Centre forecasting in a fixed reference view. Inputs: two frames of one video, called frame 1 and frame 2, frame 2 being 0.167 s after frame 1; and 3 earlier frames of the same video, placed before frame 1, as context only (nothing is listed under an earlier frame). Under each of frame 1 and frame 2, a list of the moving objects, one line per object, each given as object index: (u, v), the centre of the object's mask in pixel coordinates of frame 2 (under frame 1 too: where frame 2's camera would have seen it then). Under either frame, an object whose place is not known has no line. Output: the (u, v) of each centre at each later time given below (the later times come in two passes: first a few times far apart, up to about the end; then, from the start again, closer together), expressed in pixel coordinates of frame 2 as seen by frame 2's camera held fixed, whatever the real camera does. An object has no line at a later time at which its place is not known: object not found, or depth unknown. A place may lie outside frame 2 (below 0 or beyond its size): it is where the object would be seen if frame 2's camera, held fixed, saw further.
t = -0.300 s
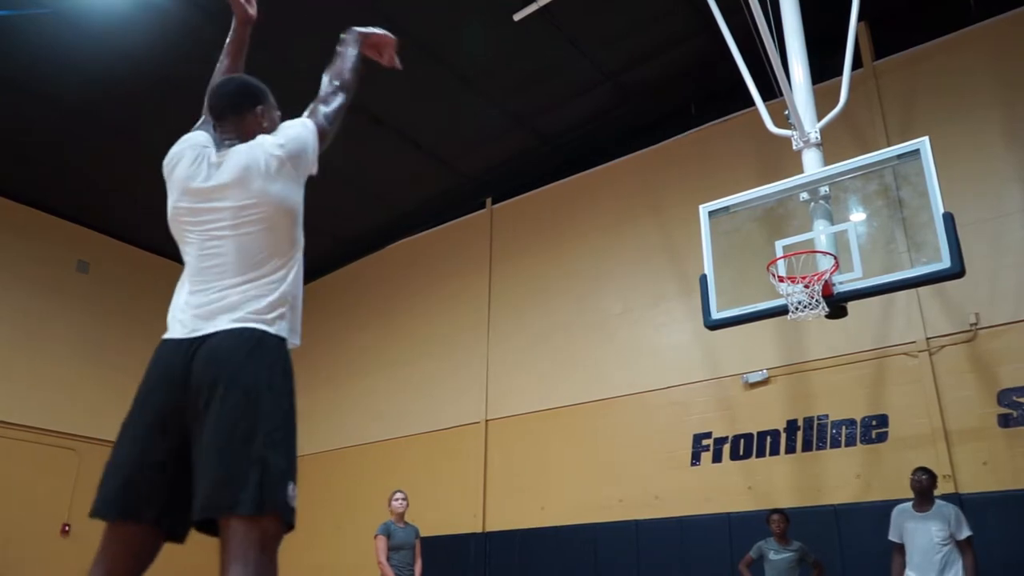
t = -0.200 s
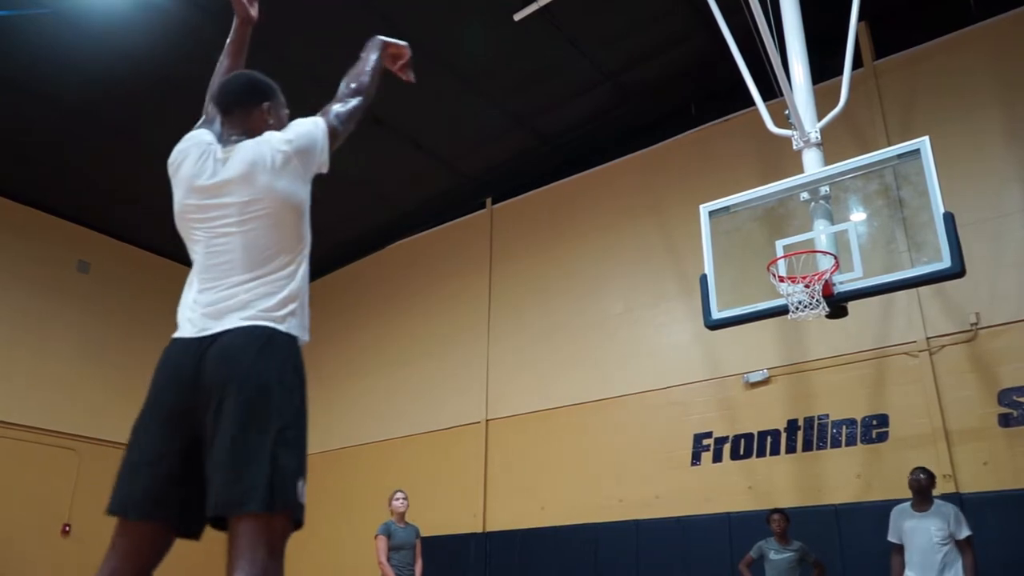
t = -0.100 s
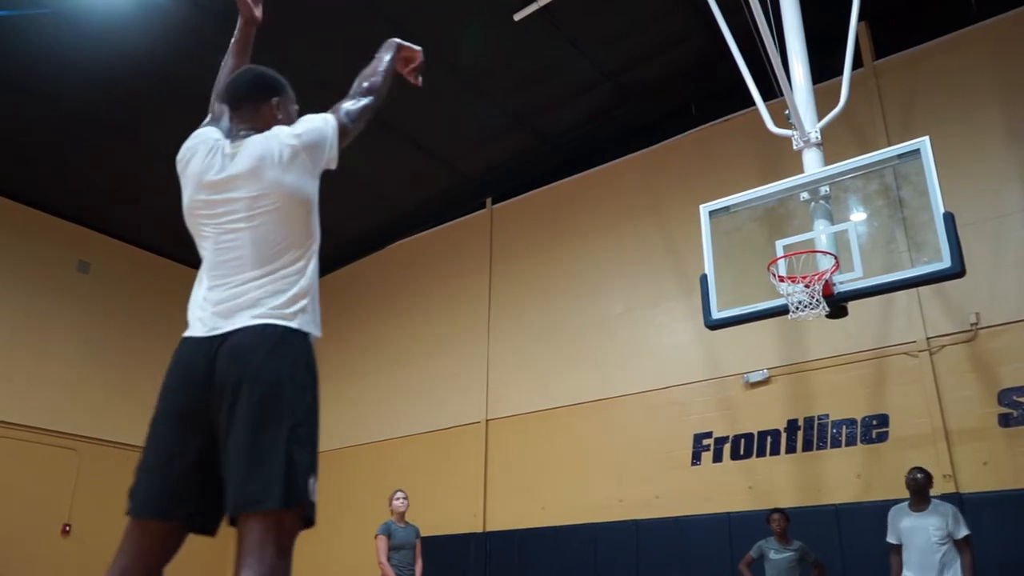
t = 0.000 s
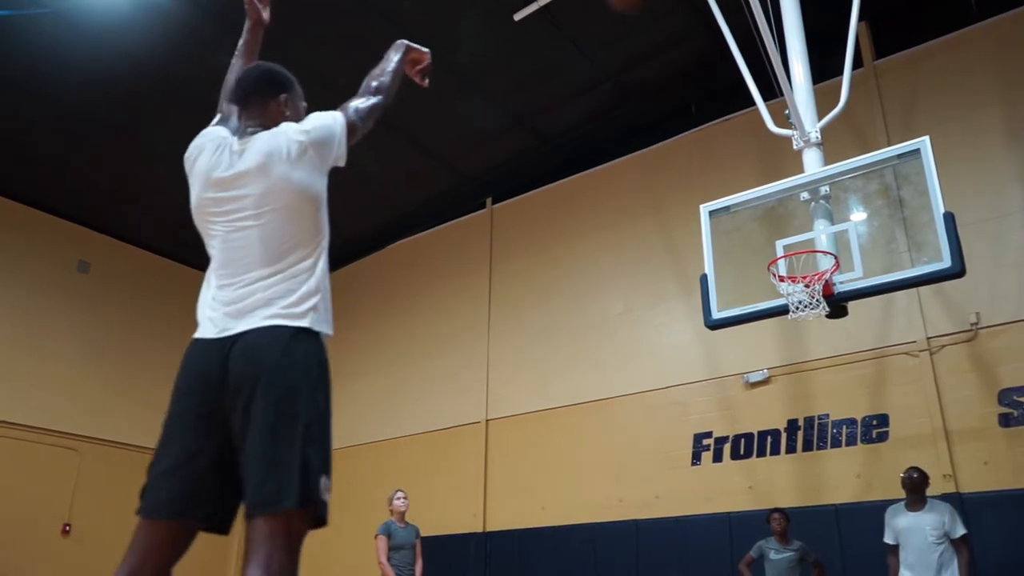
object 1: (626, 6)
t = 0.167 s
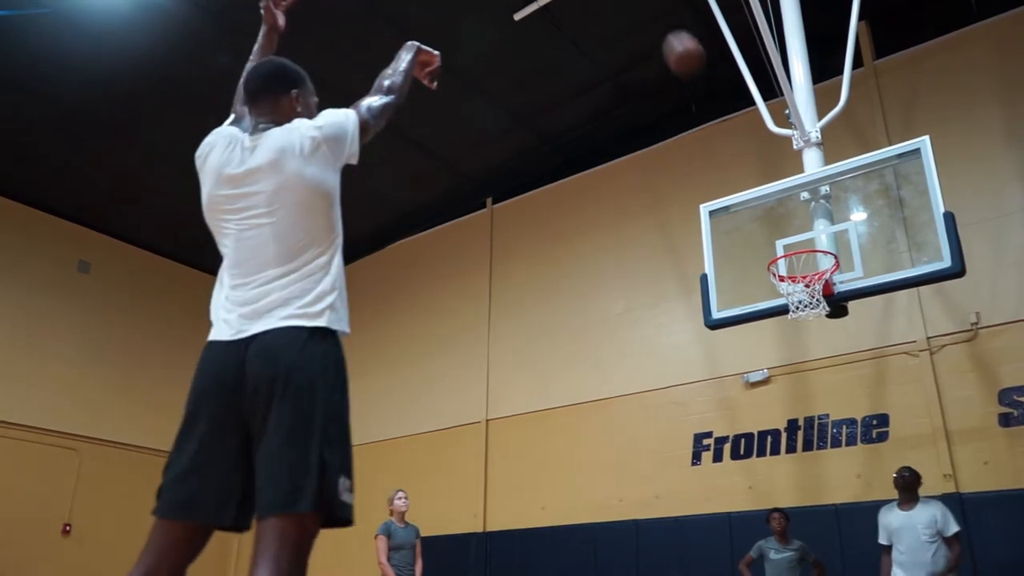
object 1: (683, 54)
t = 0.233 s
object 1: (705, 86)
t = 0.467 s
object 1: (776, 223)
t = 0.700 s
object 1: (797, 295)
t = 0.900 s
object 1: (773, 384)
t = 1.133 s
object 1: (746, 557)
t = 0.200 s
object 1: (695, 70)
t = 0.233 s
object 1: (705, 86)
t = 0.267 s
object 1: (714, 101)
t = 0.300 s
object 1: (725, 120)
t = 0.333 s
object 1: (735, 140)
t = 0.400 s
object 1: (755, 176)
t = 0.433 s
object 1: (769, 208)
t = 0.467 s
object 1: (776, 223)
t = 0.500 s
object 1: (784, 246)
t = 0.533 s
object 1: (798, 267)
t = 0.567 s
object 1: (808, 266)
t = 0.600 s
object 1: (818, 265)
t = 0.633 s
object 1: (809, 271)
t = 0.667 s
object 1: (805, 283)
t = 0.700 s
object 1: (797, 295)
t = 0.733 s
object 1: (792, 311)
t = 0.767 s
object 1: (790, 320)
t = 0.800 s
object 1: (785, 331)
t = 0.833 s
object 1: (781, 347)
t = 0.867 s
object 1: (777, 362)
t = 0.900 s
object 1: (773, 384)
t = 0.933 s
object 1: (769, 403)
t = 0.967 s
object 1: (765, 423)
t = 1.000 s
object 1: (759, 447)
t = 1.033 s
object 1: (758, 475)
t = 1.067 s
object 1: (754, 498)
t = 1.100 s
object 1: (749, 529)
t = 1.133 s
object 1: (746, 557)
